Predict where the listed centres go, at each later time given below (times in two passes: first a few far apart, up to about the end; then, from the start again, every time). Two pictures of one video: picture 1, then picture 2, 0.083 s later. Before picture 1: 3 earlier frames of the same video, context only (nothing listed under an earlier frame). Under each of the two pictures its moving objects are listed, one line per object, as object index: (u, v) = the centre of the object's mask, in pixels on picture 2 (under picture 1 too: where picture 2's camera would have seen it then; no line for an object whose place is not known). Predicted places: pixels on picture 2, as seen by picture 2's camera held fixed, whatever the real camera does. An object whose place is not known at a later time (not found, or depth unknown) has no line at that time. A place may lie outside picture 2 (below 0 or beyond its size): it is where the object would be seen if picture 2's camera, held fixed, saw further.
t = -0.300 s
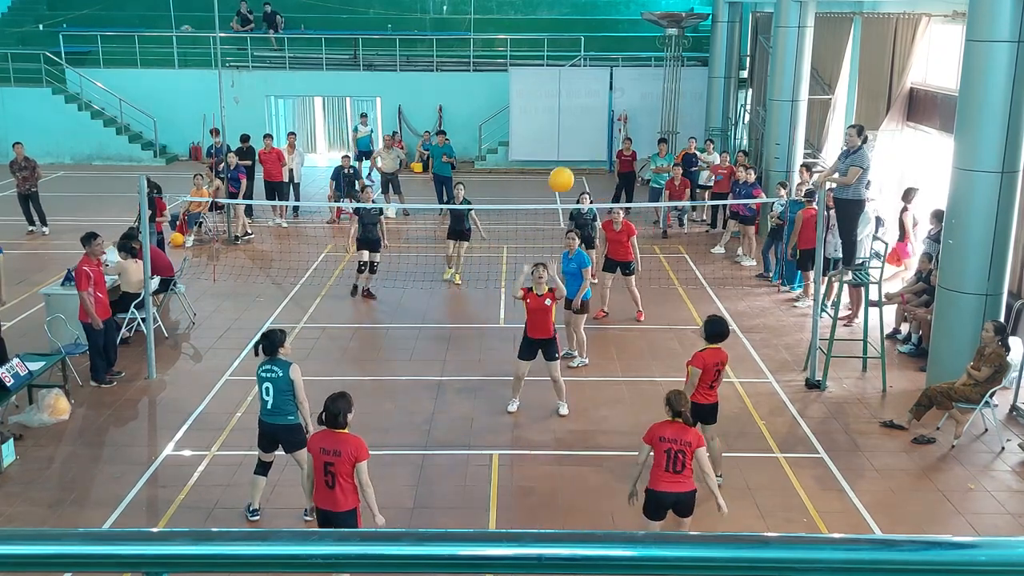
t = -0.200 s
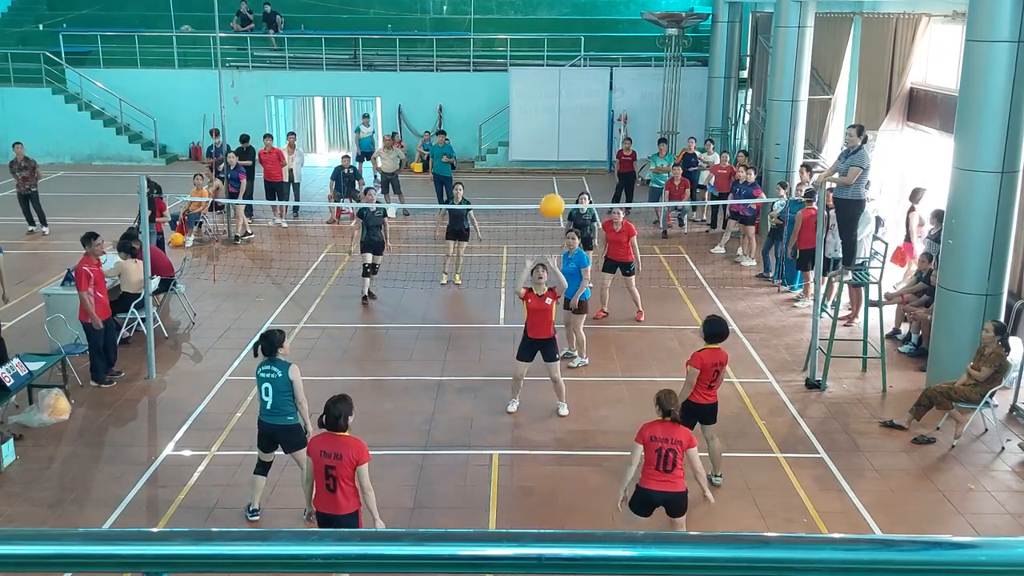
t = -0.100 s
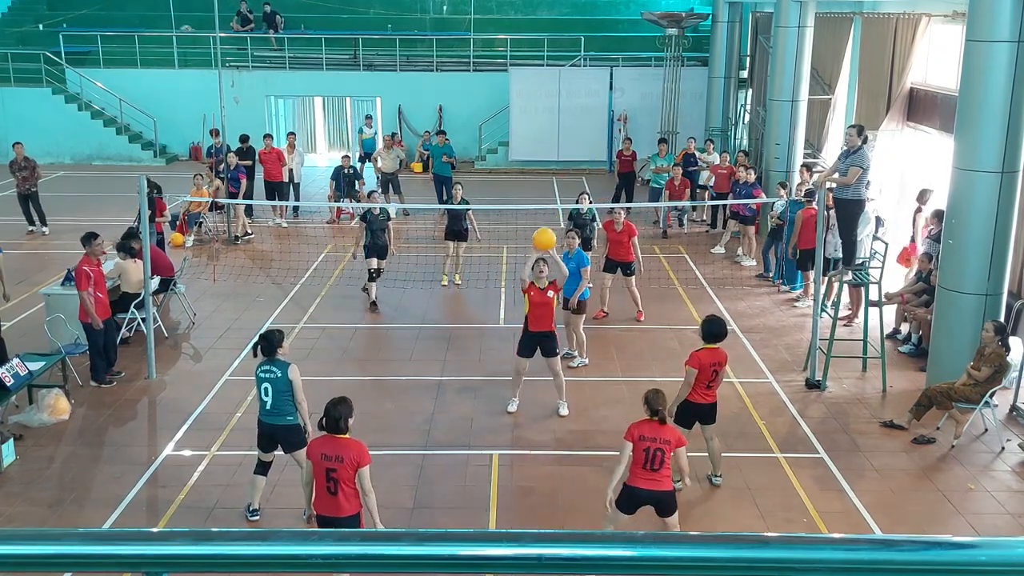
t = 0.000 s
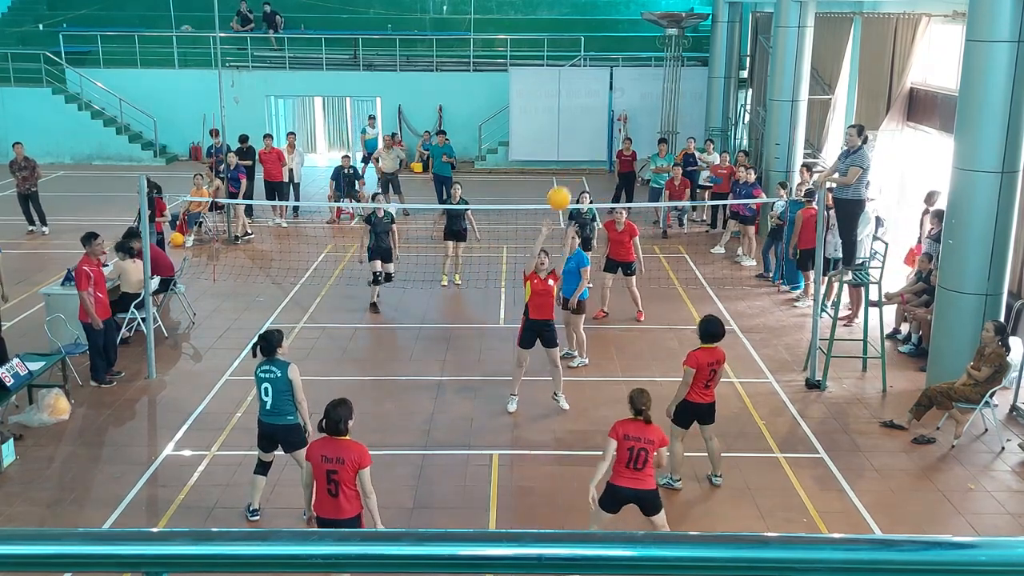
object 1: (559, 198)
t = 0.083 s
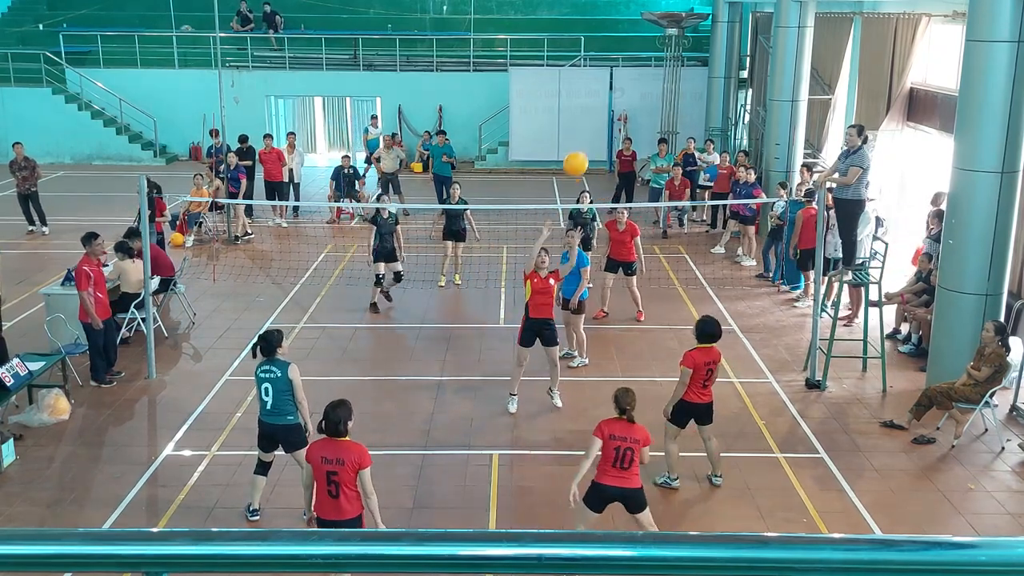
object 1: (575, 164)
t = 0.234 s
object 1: (605, 117)
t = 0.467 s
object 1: (649, 93)
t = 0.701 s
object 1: (690, 126)
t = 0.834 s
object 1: (713, 172)
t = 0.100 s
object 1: (579, 158)
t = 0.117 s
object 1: (582, 152)
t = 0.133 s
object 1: (586, 146)
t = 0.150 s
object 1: (589, 141)
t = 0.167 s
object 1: (592, 135)
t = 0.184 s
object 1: (595, 130)
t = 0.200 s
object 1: (599, 126)
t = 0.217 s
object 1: (602, 122)
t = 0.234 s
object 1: (605, 117)
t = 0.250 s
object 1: (608, 114)
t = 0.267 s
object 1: (612, 110)
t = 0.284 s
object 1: (615, 107)
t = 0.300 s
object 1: (618, 105)
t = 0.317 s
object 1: (621, 102)
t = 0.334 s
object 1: (625, 100)
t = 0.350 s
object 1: (628, 98)
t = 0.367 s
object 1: (631, 96)
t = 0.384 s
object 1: (634, 95)
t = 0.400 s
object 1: (637, 94)
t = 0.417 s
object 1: (640, 93)
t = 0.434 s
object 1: (643, 93)
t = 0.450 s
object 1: (646, 93)
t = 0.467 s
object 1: (649, 93)
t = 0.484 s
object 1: (652, 94)
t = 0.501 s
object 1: (655, 94)
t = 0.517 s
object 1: (658, 96)
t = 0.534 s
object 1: (661, 97)
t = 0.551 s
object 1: (664, 99)
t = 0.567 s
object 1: (667, 101)
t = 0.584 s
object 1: (670, 103)
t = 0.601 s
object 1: (673, 105)
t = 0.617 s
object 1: (676, 108)
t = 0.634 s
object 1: (679, 111)
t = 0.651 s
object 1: (682, 115)
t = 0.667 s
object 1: (685, 118)
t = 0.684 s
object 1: (688, 122)
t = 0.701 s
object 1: (690, 126)
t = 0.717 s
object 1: (694, 131)
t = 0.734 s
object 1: (696, 136)
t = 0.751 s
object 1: (699, 141)
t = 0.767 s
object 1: (702, 146)
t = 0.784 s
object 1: (704, 152)
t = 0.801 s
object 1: (708, 158)
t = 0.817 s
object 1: (710, 164)
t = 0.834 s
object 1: (713, 172)
